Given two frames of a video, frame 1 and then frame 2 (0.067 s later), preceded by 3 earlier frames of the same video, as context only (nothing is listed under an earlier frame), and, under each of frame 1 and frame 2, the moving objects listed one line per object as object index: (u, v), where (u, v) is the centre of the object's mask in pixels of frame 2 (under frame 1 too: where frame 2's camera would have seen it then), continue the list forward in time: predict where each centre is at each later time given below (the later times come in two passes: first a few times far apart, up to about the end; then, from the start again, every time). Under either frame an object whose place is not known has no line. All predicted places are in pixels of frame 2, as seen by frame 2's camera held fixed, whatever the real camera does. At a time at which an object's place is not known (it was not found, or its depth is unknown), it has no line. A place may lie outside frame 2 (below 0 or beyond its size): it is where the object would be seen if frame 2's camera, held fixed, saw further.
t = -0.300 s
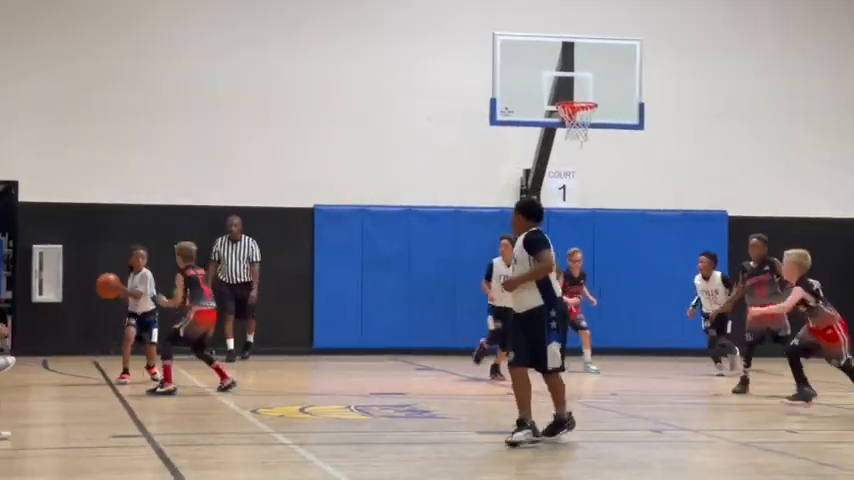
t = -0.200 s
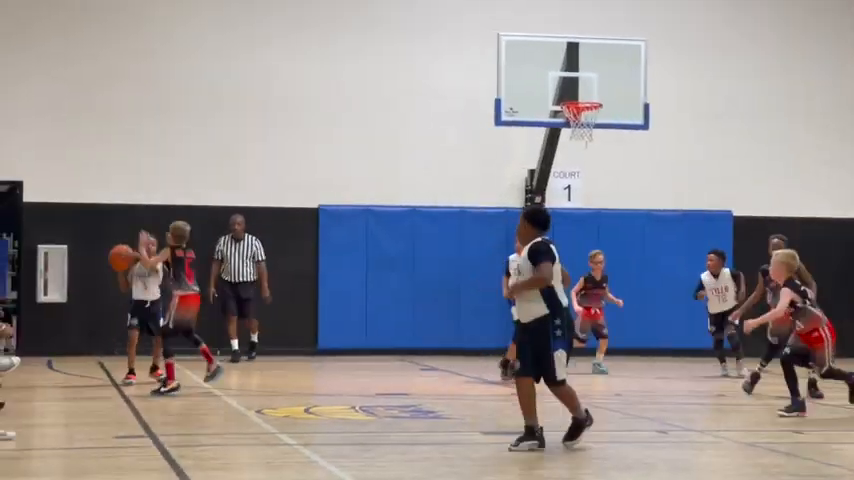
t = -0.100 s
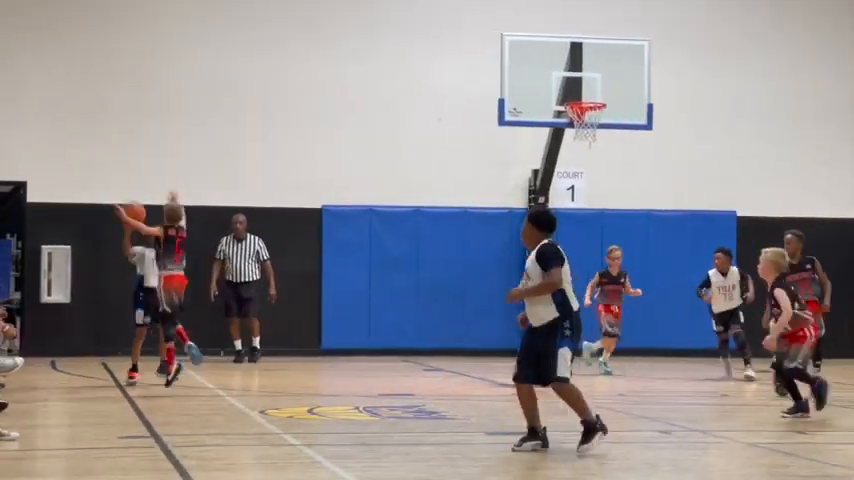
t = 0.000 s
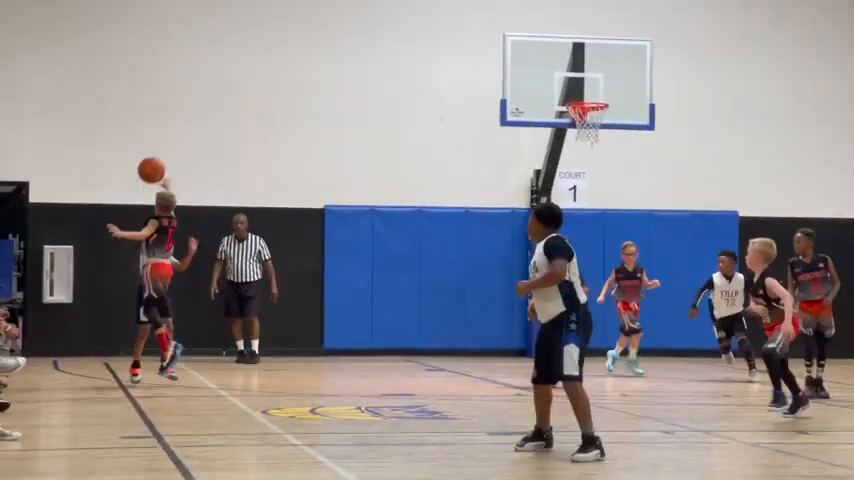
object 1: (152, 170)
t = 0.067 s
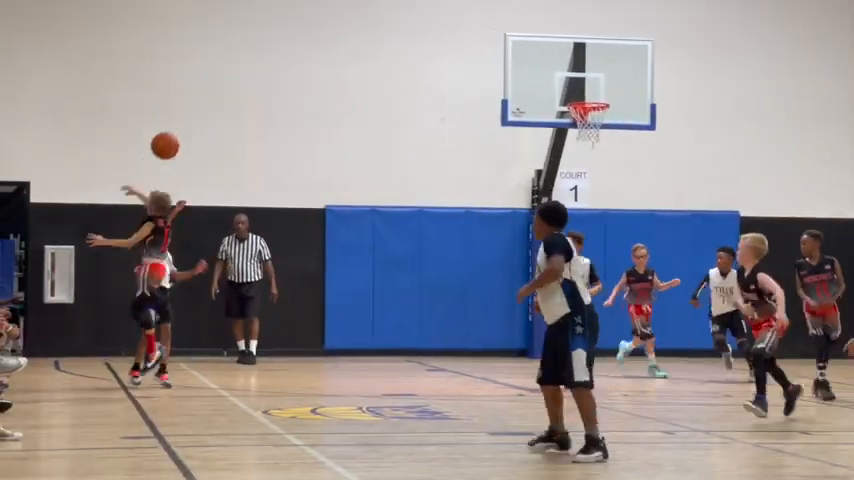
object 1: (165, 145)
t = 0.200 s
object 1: (193, 108)
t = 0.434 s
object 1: (252, 86)
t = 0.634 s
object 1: (316, 129)
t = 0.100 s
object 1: (172, 135)
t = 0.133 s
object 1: (179, 125)
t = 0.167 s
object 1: (185, 116)
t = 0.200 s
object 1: (193, 108)
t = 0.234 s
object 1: (201, 101)
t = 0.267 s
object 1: (209, 96)
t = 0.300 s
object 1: (217, 91)
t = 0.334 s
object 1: (225, 88)
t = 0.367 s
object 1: (233, 86)
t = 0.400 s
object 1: (242, 85)
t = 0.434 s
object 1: (252, 86)
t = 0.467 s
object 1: (262, 88)
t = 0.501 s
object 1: (271, 93)
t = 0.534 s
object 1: (282, 99)
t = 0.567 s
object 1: (293, 107)
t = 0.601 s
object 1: (304, 117)
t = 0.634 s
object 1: (316, 129)
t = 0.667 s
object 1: (329, 143)
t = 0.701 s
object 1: (341, 160)
